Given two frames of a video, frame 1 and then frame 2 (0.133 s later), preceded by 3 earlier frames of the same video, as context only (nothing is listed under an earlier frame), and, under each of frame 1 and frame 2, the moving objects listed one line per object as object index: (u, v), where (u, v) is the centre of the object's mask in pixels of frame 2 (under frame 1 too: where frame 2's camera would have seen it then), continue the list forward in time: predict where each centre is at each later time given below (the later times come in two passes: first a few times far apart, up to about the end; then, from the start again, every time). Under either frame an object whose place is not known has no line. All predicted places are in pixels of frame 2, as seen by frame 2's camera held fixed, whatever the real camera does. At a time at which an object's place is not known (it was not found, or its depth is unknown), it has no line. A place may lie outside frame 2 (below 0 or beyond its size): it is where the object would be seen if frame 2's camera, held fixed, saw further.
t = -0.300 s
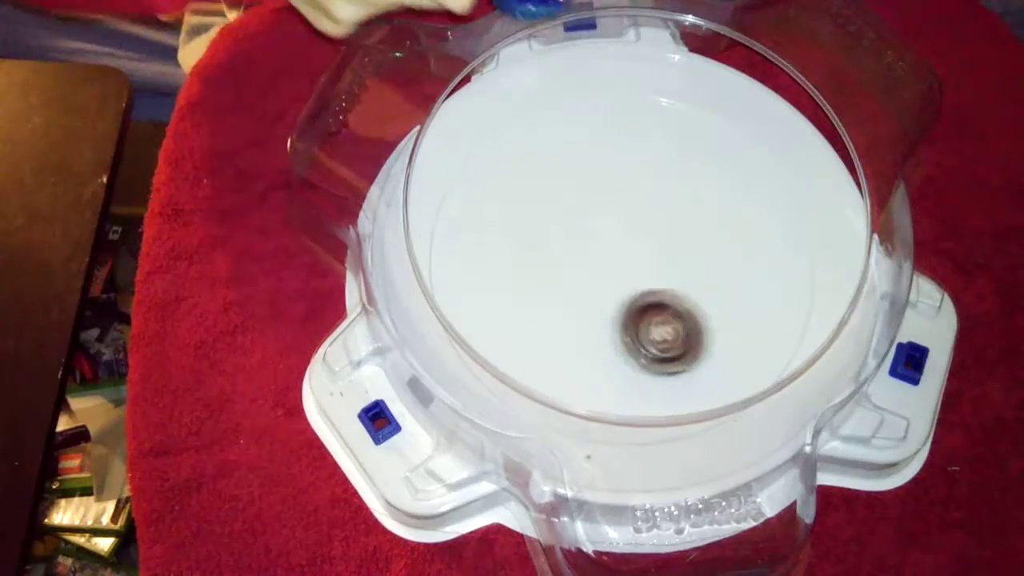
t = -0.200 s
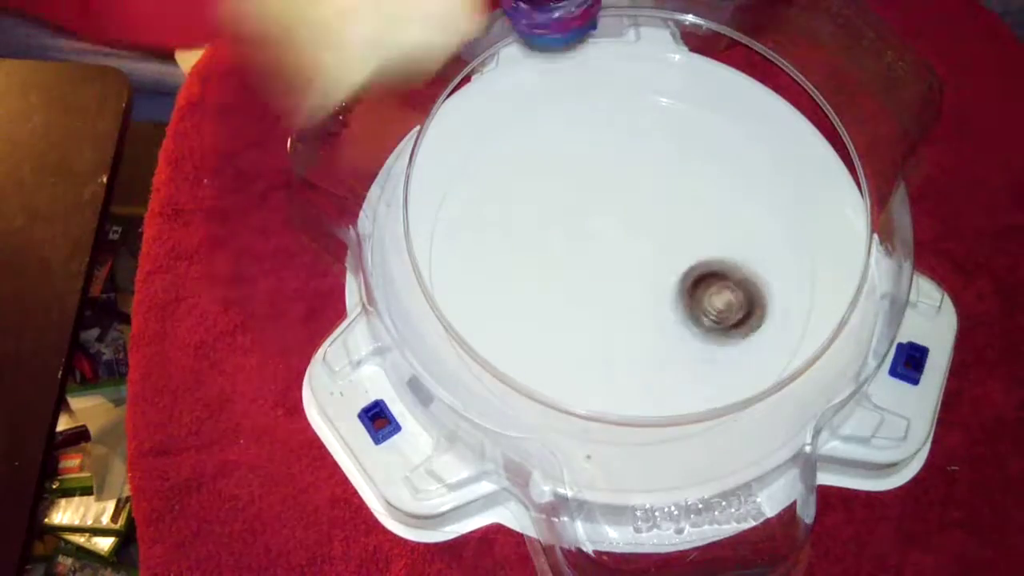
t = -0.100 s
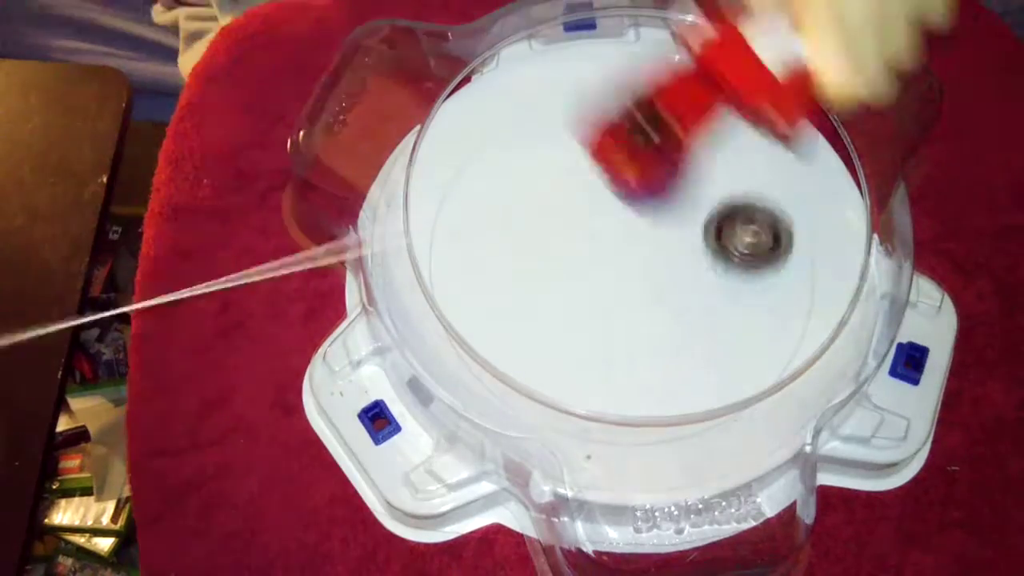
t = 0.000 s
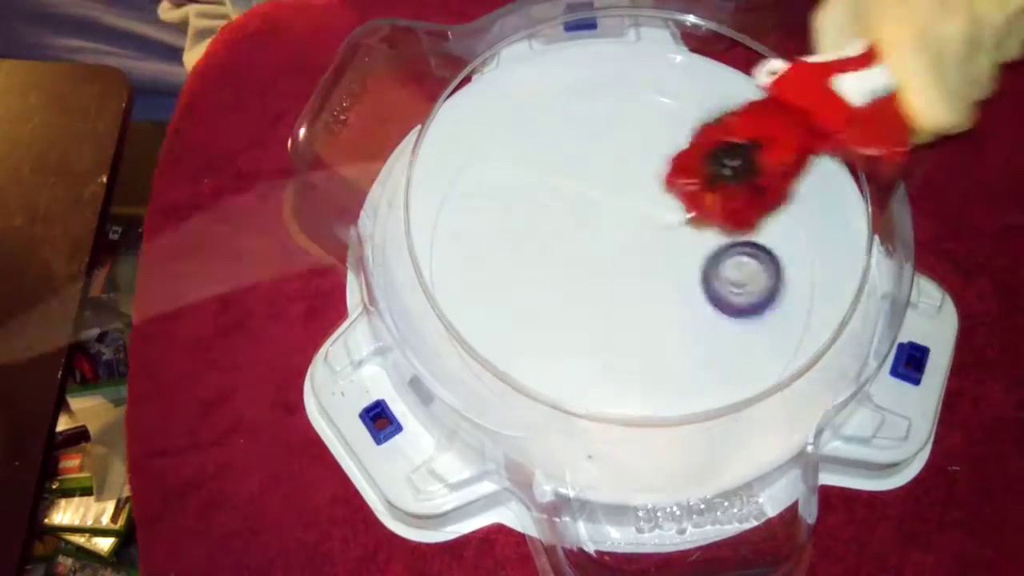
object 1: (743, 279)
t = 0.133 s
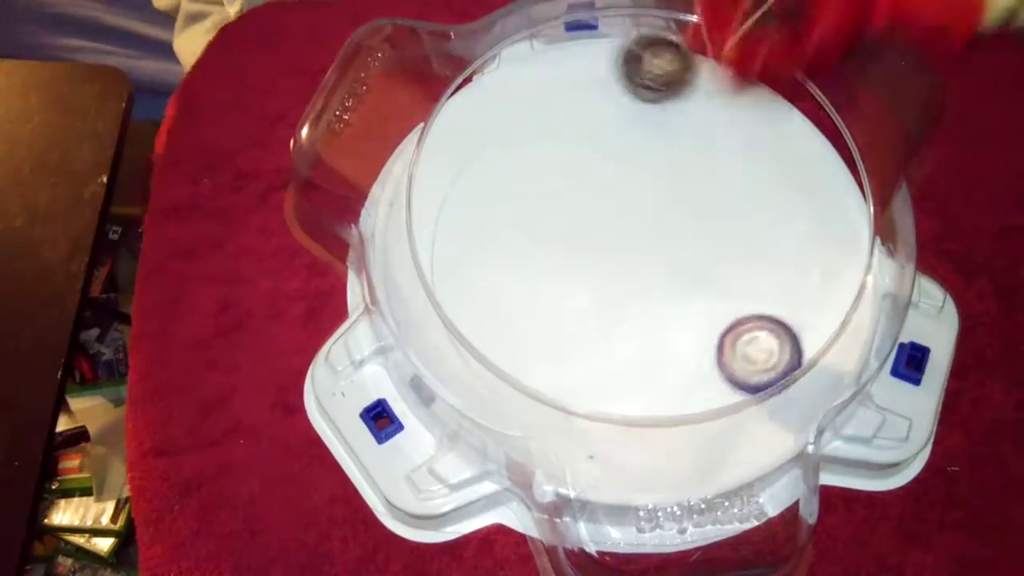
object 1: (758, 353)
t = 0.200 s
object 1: (745, 372)
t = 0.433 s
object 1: (654, 330)
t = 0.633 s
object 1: (577, 245)
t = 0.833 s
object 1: (553, 194)
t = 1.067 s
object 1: (615, 253)
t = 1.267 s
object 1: (675, 344)
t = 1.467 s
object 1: (723, 369)
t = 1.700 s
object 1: (729, 296)
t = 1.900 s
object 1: (593, 234)
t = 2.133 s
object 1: (478, 234)
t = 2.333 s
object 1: (512, 284)
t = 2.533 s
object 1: (610, 312)
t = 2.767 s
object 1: (631, 245)
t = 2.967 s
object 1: (568, 180)
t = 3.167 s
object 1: (502, 190)
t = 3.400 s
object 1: (520, 301)
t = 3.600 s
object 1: (681, 302)
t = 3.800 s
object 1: (756, 181)
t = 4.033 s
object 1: (634, 104)
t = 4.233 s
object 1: (495, 169)
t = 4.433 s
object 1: (539, 346)
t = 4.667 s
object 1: (760, 364)
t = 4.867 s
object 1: (795, 181)
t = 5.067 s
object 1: (565, 88)
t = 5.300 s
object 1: (487, 368)
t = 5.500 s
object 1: (794, 335)
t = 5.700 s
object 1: (713, 107)
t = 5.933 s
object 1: (457, 164)
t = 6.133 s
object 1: (506, 400)
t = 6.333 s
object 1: (718, 460)
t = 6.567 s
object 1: (789, 274)
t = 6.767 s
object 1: (695, 151)
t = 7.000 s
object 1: (548, 150)
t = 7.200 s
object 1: (489, 237)
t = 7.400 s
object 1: (560, 330)
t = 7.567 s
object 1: (669, 324)
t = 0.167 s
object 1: (753, 365)
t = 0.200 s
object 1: (745, 372)
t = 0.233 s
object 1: (734, 373)
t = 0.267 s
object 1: (722, 371)
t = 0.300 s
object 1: (710, 369)
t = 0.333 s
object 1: (697, 362)
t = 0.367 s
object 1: (682, 353)
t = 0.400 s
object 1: (668, 343)
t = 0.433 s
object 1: (654, 330)
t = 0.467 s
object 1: (639, 319)
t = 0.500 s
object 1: (626, 305)
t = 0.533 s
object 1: (612, 290)
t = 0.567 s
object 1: (599, 275)
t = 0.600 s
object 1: (587, 259)
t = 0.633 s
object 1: (577, 245)
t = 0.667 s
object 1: (567, 232)
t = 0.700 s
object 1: (560, 219)
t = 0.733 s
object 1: (554, 209)
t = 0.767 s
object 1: (552, 202)
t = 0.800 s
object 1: (551, 196)
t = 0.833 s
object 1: (553, 194)
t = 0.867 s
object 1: (557, 195)
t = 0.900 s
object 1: (563, 198)
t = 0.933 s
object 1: (572, 205)
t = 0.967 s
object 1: (581, 213)
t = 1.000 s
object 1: (592, 224)
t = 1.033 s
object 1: (604, 238)
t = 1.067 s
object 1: (615, 253)
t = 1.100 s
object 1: (626, 268)
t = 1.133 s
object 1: (636, 284)
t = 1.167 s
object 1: (647, 301)
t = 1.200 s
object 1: (657, 317)
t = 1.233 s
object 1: (666, 331)
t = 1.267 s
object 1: (675, 344)
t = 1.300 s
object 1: (684, 355)
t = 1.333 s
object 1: (692, 364)
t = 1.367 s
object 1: (701, 370)
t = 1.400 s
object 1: (708, 372)
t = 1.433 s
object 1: (716, 372)
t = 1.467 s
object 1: (723, 369)
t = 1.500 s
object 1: (730, 365)
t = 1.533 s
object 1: (737, 359)
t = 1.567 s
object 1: (743, 350)
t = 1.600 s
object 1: (747, 339)
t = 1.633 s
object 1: (748, 325)
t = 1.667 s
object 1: (741, 310)
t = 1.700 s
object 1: (729, 296)
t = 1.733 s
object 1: (712, 282)
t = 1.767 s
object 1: (691, 270)
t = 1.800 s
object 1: (668, 259)
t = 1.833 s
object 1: (643, 250)
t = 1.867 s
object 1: (619, 242)
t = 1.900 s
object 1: (593, 234)
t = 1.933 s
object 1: (570, 229)
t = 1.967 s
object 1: (547, 226)
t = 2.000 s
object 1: (528, 224)
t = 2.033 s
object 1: (511, 224)
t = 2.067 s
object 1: (497, 225)
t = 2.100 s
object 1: (486, 229)
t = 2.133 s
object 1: (478, 234)
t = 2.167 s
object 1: (475, 240)
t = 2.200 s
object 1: (475, 248)
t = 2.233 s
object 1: (479, 256)
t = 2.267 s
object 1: (487, 266)
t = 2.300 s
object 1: (498, 275)
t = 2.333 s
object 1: (512, 284)
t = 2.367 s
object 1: (528, 293)
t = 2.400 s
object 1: (544, 300)
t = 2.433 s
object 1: (562, 306)
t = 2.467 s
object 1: (579, 310)
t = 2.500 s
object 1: (596, 312)
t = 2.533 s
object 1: (610, 312)
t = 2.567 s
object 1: (621, 309)
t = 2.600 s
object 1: (630, 303)
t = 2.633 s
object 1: (636, 295)
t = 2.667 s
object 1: (639, 284)
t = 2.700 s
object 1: (639, 272)
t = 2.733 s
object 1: (636, 259)
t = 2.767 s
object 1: (631, 245)
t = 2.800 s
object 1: (624, 232)
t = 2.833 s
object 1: (615, 218)
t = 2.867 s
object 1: (604, 207)
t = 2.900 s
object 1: (593, 196)
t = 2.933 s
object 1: (580, 186)
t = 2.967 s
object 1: (568, 180)
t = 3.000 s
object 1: (555, 175)
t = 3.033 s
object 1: (542, 173)
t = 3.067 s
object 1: (530, 173)
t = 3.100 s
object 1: (520, 176)
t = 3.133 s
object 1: (510, 182)
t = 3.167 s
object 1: (502, 190)
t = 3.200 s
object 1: (496, 200)
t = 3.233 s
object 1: (491, 213)
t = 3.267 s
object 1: (489, 227)
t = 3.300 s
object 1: (489, 245)
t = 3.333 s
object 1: (492, 264)
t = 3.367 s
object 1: (503, 284)
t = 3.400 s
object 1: (520, 301)
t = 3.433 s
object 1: (541, 315)
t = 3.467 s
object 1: (568, 323)
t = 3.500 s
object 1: (596, 325)
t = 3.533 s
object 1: (626, 322)
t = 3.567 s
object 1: (655, 314)
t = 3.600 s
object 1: (681, 302)
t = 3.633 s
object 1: (705, 285)
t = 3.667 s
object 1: (724, 267)
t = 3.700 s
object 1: (740, 246)
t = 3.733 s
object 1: (750, 224)
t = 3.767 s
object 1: (755, 203)
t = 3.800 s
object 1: (756, 181)
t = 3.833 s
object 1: (752, 159)
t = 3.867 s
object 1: (744, 140)
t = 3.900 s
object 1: (731, 123)
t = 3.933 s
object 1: (712, 112)
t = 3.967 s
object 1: (687, 108)
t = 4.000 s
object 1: (661, 105)
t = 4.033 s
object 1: (634, 104)
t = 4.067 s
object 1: (605, 105)
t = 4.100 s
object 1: (577, 109)
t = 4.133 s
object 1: (551, 117)
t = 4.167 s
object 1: (528, 130)
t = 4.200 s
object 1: (509, 148)
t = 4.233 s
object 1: (495, 169)
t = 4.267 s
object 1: (487, 195)
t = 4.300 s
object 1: (486, 223)
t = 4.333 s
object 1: (491, 252)
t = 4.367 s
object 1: (501, 287)
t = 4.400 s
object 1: (517, 319)
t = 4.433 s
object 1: (539, 346)
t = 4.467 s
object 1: (568, 368)
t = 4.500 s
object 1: (599, 382)
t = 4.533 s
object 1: (632, 393)
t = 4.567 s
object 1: (665, 396)
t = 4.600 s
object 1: (697, 392)
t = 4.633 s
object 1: (732, 381)
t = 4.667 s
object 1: (760, 364)
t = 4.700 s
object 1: (783, 343)
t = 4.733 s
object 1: (802, 314)
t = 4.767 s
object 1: (813, 283)
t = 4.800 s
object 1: (818, 251)
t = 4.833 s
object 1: (810, 217)
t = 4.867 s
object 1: (795, 181)
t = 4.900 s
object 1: (771, 149)
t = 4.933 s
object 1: (739, 121)
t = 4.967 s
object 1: (698, 99)
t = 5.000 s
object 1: (658, 86)
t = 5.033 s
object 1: (612, 83)
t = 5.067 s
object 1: (565, 88)
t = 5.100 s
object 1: (521, 105)
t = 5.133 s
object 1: (483, 133)
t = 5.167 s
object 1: (453, 170)
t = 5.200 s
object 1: (438, 215)
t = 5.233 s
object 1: (436, 269)
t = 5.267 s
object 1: (453, 320)
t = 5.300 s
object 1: (487, 368)
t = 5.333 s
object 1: (536, 404)
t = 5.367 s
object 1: (599, 424)
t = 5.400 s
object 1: (662, 425)
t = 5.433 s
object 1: (717, 408)
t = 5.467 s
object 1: (766, 374)
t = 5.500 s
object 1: (794, 335)
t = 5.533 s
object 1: (811, 290)
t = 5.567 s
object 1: (812, 242)
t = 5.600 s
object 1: (800, 197)
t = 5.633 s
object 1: (777, 159)
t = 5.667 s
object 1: (746, 130)
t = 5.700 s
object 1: (713, 107)
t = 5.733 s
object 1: (675, 93)
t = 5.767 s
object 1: (635, 85)
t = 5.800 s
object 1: (594, 85)
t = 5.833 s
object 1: (555, 93)
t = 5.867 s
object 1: (520, 109)
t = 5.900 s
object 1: (485, 134)
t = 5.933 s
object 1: (457, 164)
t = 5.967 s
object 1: (437, 199)
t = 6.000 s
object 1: (431, 239)
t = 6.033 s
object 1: (434, 281)
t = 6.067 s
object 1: (448, 325)
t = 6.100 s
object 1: (476, 368)
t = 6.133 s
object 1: (506, 400)
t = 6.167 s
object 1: (541, 432)
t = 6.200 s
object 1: (575, 449)
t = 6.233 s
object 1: (616, 467)
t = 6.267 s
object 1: (647, 470)
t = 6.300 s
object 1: (688, 466)
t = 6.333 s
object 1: (718, 460)
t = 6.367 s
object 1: (749, 444)
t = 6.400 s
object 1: (775, 422)
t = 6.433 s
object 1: (782, 395)
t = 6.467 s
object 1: (789, 364)
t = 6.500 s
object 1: (793, 335)
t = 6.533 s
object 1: (794, 305)
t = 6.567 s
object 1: (789, 274)
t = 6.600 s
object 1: (781, 245)
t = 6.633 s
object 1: (769, 219)
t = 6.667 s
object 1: (753, 196)
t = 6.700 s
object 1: (737, 178)
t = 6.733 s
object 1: (717, 163)
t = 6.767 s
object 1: (695, 151)
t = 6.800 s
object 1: (674, 143)
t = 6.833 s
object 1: (651, 137)
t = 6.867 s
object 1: (628, 135)
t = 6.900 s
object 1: (606, 135)
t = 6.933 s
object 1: (586, 137)
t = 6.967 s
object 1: (567, 142)
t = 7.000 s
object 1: (548, 150)
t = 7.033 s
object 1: (532, 160)
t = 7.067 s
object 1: (518, 171)
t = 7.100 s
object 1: (506, 187)
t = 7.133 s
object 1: (497, 201)
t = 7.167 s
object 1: (491, 220)
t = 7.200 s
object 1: (489, 237)
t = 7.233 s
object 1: (491, 257)
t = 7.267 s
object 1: (497, 276)
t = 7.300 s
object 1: (507, 293)
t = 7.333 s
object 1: (521, 308)
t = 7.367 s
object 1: (539, 321)
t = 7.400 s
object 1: (560, 330)
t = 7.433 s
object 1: (583, 336)
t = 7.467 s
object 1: (605, 337)
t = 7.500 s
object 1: (628, 335)
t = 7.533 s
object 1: (650, 329)
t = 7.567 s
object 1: (669, 324)
